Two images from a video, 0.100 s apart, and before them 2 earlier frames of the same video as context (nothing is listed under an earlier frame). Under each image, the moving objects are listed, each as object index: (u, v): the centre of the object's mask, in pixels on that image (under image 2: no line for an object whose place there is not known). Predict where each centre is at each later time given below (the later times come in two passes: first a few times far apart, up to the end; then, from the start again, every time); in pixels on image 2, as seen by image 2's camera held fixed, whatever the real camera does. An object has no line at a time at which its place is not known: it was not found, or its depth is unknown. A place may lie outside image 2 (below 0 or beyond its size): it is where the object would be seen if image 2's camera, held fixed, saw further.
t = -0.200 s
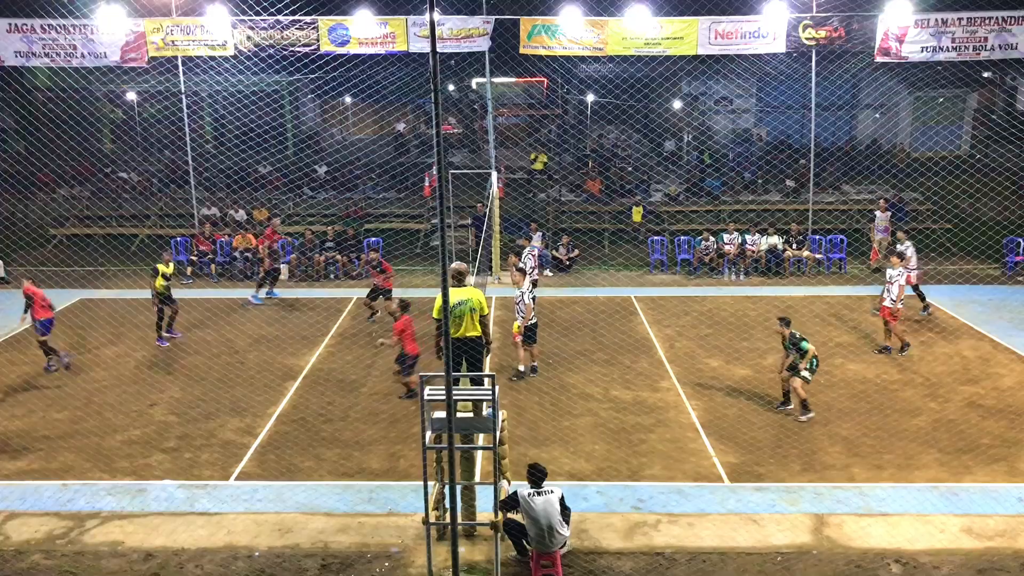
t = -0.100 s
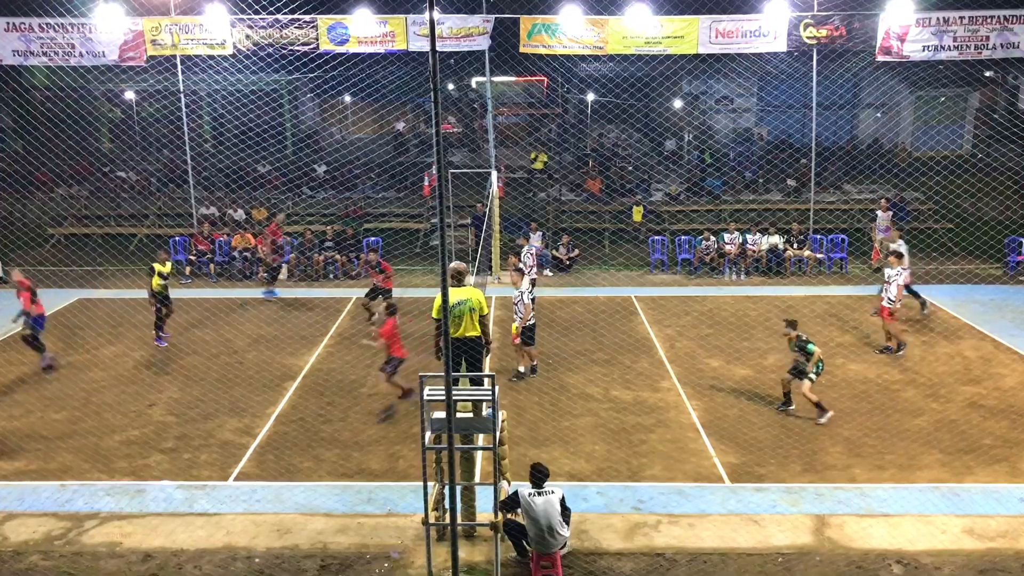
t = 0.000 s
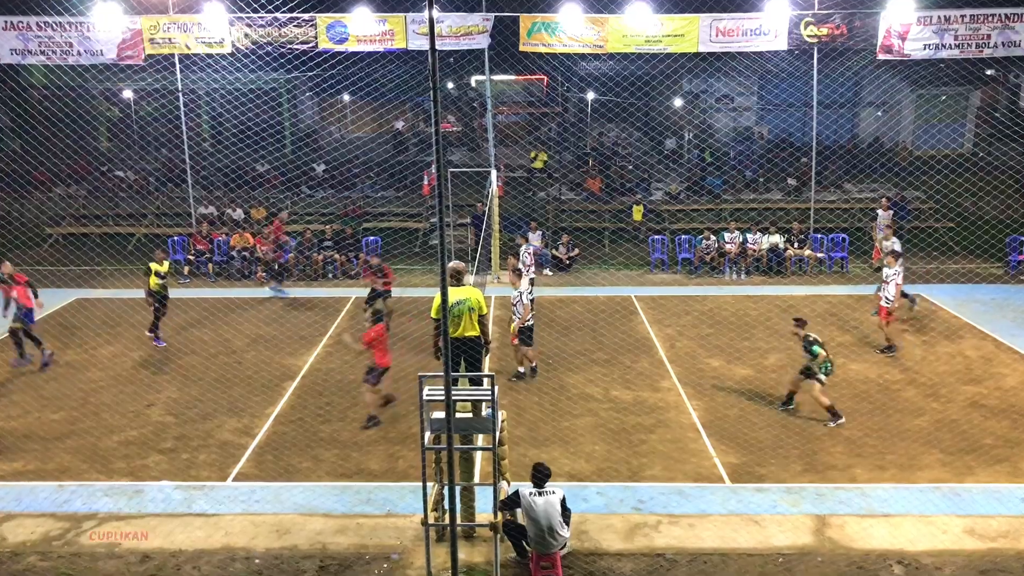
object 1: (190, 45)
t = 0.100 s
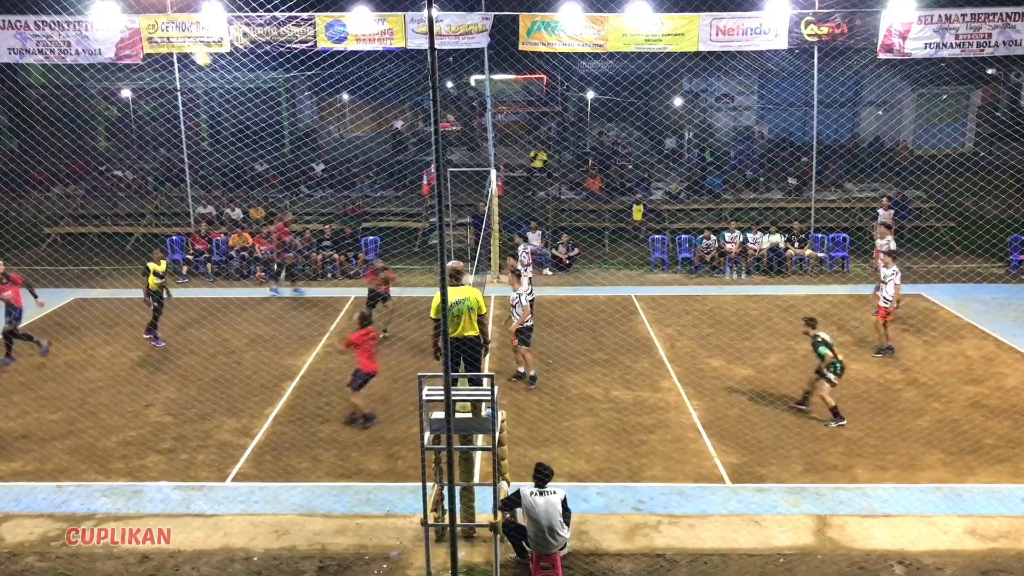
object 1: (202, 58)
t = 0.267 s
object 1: (228, 96)
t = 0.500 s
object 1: (269, 186)
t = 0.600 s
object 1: (287, 237)
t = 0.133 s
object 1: (206, 62)
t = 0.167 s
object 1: (212, 71)
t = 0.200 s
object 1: (217, 77)
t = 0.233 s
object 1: (222, 85)
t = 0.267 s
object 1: (228, 96)
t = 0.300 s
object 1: (234, 106)
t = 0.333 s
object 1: (239, 118)
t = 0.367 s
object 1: (245, 131)
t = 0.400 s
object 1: (250, 143)
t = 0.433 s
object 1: (257, 158)
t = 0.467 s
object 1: (263, 172)
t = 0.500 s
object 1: (269, 186)
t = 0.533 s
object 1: (275, 203)
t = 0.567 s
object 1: (281, 220)
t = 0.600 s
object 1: (287, 237)
